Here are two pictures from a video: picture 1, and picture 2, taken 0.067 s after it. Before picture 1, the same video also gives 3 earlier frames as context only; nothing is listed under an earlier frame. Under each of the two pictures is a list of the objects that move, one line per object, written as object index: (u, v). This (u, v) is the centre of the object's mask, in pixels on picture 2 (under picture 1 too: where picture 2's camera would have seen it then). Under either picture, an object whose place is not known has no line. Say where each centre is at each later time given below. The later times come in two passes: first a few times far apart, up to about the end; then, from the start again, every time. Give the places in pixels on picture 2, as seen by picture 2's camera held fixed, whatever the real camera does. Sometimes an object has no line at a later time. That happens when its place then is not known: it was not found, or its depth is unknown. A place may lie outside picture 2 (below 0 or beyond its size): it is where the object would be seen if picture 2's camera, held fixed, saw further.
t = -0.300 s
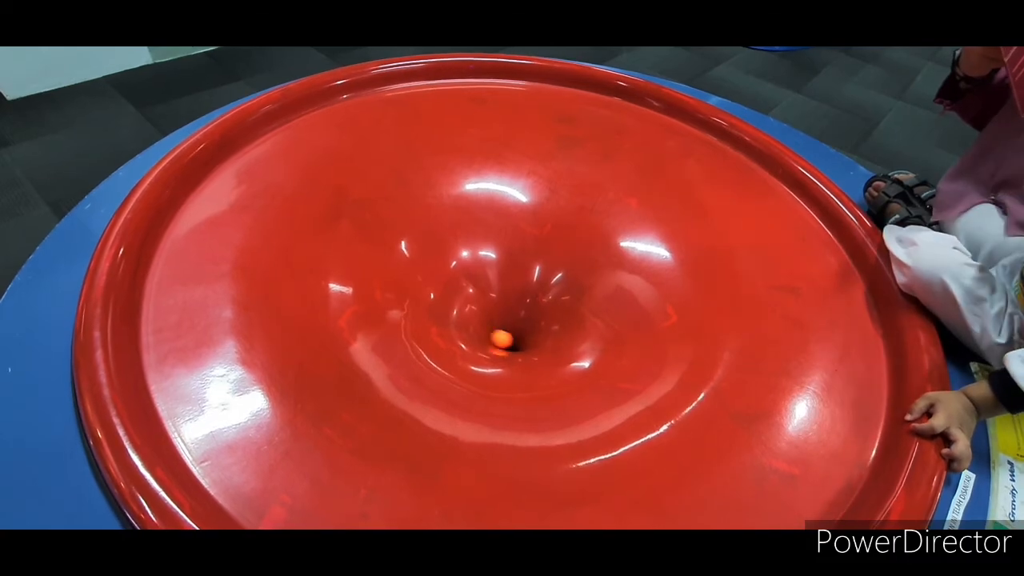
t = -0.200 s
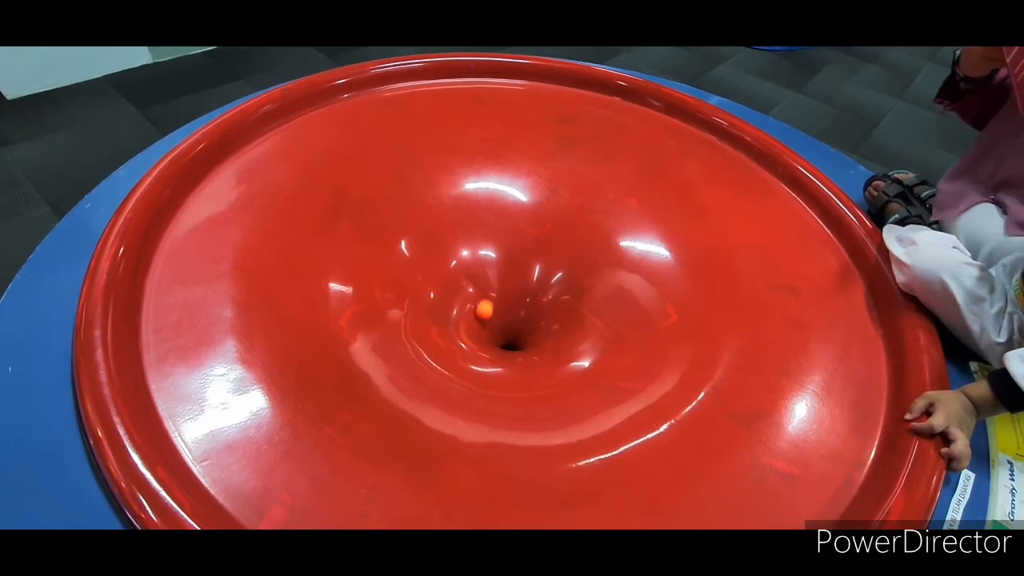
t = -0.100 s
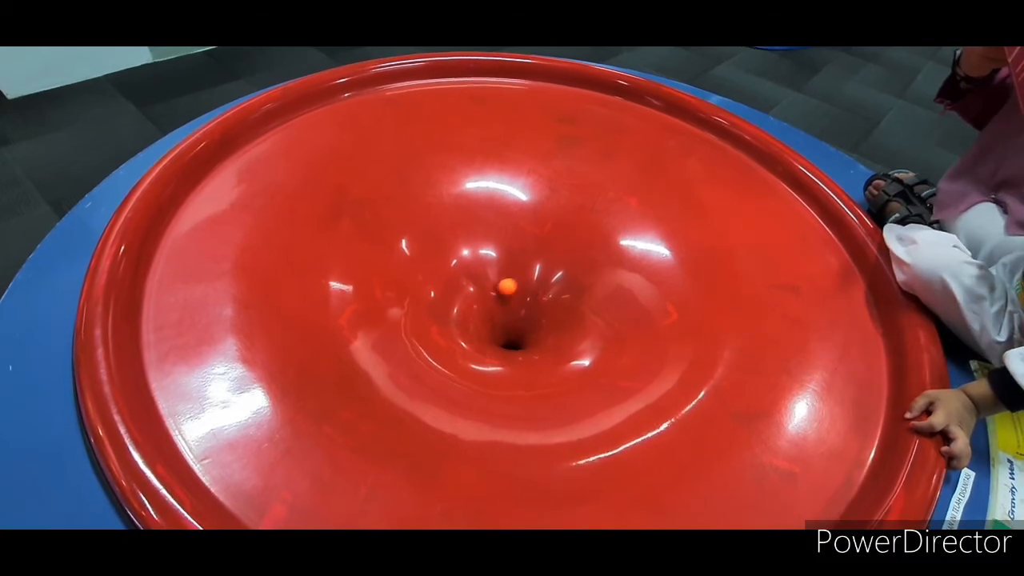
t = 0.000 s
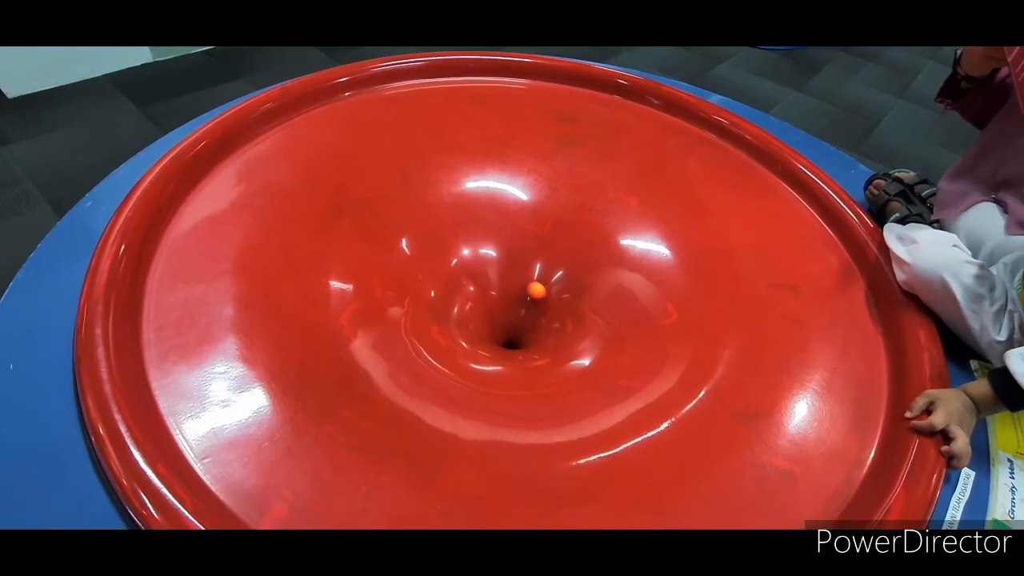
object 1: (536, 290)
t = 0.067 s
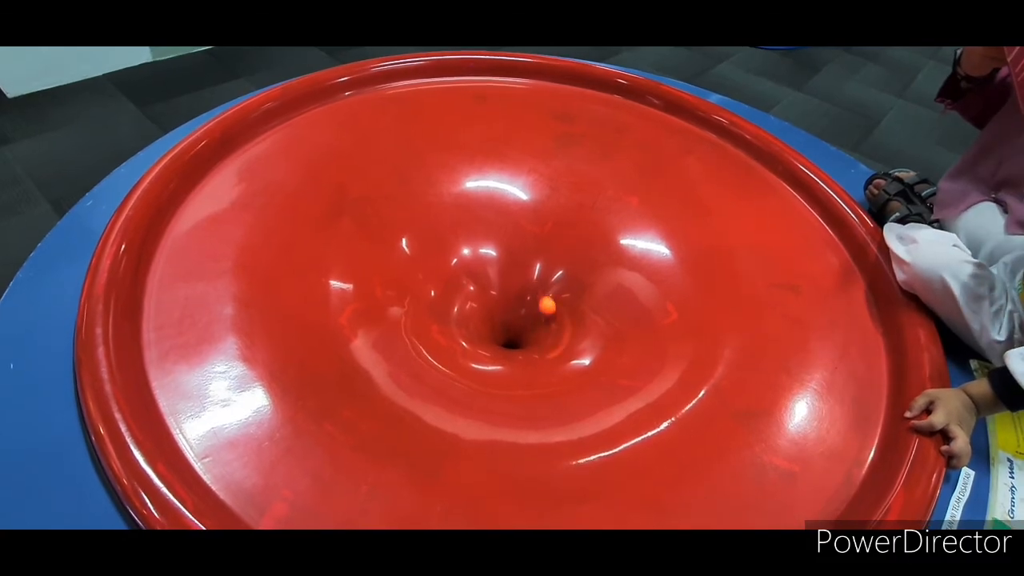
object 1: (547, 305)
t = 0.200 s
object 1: (520, 339)
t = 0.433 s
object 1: (500, 288)
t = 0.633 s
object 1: (542, 318)
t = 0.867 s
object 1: (484, 310)
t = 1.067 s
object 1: (529, 297)
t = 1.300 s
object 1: (492, 331)
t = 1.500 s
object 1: (509, 293)
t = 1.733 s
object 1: (510, 339)
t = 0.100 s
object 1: (547, 316)
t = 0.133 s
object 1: (542, 326)
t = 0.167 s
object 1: (533, 335)
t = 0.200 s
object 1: (520, 339)
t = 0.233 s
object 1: (507, 338)
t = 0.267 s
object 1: (495, 333)
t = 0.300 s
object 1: (486, 323)
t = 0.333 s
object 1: (484, 312)
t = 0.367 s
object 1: (487, 302)
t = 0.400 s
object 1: (492, 293)
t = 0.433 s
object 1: (500, 288)
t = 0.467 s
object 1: (510, 286)
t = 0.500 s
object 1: (520, 287)
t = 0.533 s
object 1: (529, 291)
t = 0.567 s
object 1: (536, 298)
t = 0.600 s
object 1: (541, 307)
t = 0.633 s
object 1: (542, 318)
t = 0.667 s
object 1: (538, 328)
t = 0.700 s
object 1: (528, 336)
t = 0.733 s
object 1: (516, 339)
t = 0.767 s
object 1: (503, 337)
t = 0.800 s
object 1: (492, 331)
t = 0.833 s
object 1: (485, 320)
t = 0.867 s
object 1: (484, 310)
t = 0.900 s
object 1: (487, 301)
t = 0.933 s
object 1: (493, 294)
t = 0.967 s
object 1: (501, 290)
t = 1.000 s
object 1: (510, 289)
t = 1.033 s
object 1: (520, 292)
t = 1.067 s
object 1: (529, 297)
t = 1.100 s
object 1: (536, 305)
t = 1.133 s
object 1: (539, 316)
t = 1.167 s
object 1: (537, 327)
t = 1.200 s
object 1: (529, 336)
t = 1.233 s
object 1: (517, 339)
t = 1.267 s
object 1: (504, 338)
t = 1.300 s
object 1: (492, 331)
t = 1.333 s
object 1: (486, 322)
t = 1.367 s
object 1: (484, 312)
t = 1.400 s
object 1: (487, 303)
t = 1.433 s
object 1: (492, 297)
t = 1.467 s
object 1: (500, 294)
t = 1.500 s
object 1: (509, 293)
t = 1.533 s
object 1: (519, 296)
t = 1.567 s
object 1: (529, 302)
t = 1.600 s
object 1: (535, 312)
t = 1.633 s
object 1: (537, 323)
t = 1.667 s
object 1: (532, 333)
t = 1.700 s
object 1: (522, 339)
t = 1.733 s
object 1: (510, 339)
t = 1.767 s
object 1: (498, 335)
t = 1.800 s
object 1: (490, 327)
